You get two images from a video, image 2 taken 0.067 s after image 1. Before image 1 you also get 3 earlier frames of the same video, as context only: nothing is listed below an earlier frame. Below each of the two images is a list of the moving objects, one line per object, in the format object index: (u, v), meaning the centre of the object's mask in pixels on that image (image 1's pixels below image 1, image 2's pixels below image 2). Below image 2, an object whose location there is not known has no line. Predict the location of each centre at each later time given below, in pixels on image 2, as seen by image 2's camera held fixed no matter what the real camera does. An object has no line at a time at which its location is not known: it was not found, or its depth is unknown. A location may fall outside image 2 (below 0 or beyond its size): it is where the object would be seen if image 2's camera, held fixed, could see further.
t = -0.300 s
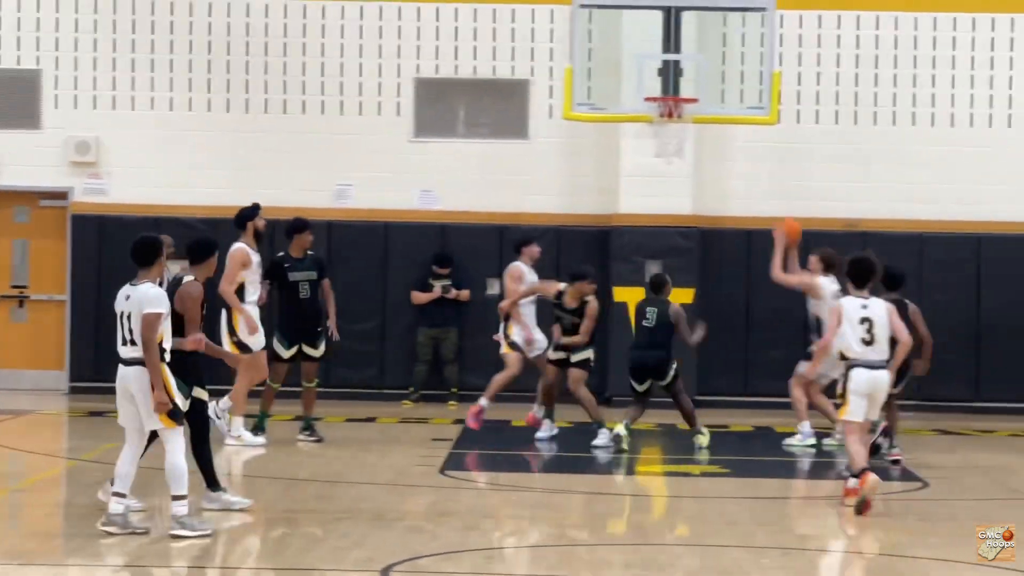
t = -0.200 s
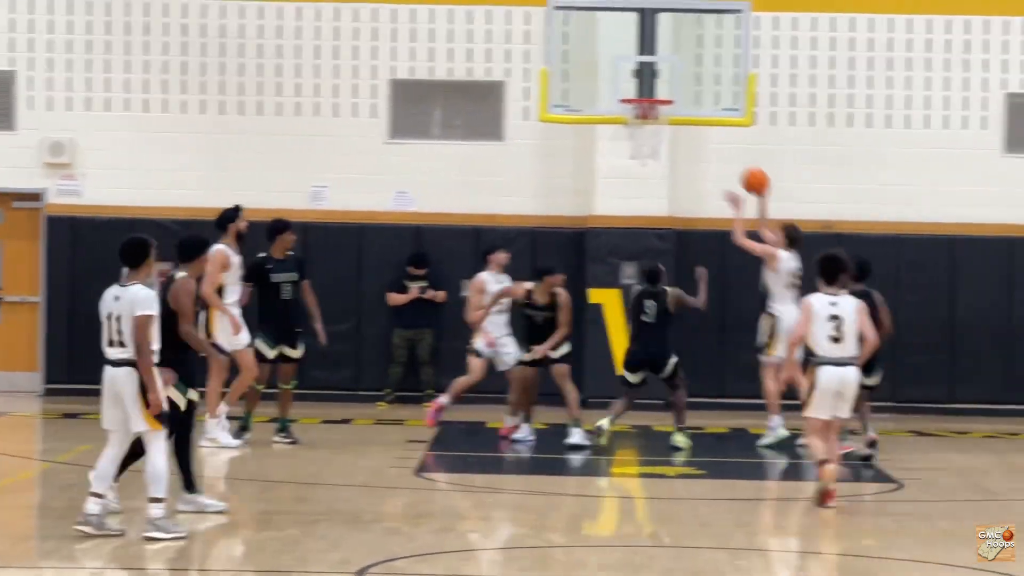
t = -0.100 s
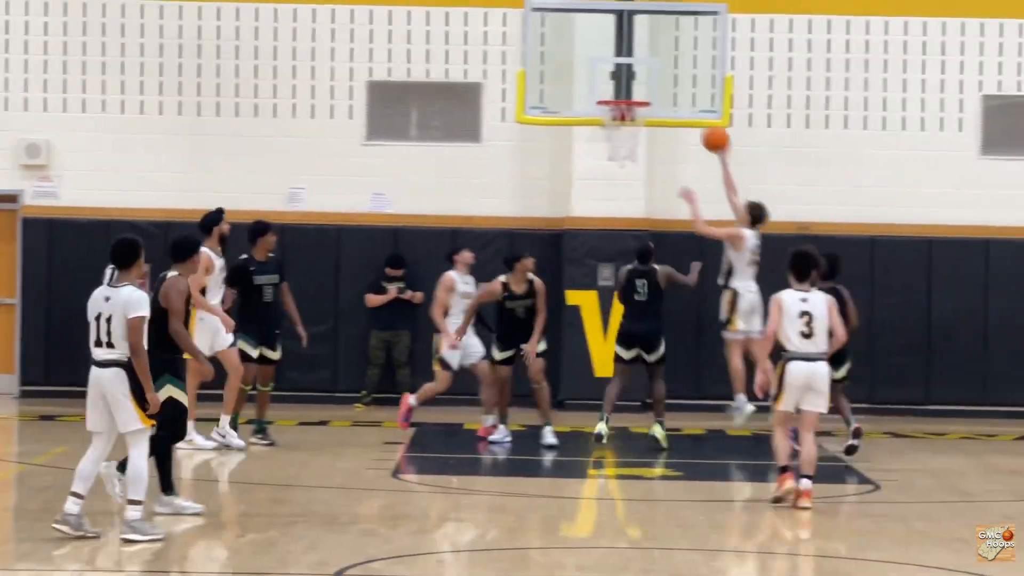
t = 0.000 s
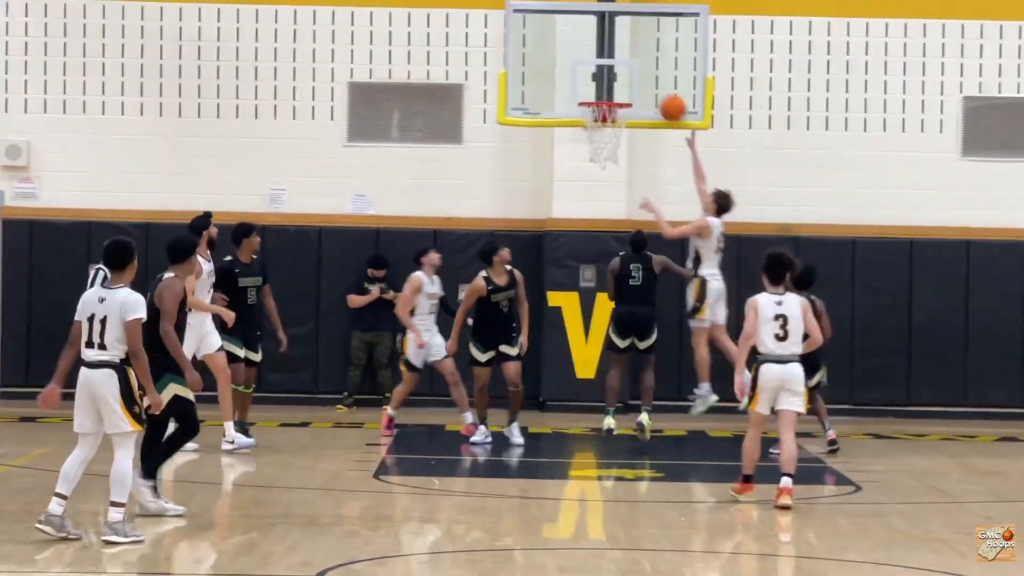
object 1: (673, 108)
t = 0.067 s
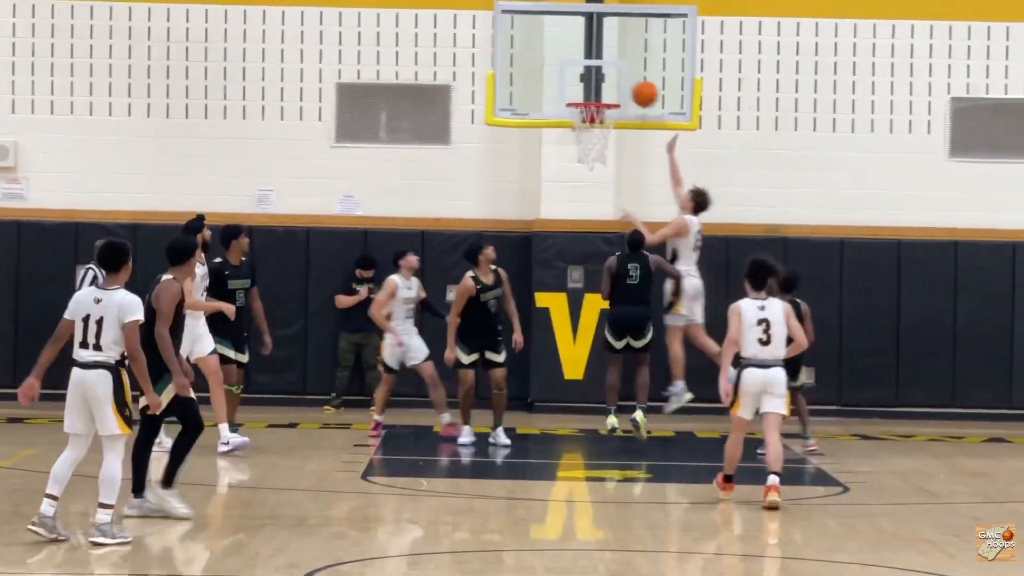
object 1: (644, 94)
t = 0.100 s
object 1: (639, 90)
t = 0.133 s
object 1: (635, 87)
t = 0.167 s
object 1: (630, 86)
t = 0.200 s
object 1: (626, 86)
